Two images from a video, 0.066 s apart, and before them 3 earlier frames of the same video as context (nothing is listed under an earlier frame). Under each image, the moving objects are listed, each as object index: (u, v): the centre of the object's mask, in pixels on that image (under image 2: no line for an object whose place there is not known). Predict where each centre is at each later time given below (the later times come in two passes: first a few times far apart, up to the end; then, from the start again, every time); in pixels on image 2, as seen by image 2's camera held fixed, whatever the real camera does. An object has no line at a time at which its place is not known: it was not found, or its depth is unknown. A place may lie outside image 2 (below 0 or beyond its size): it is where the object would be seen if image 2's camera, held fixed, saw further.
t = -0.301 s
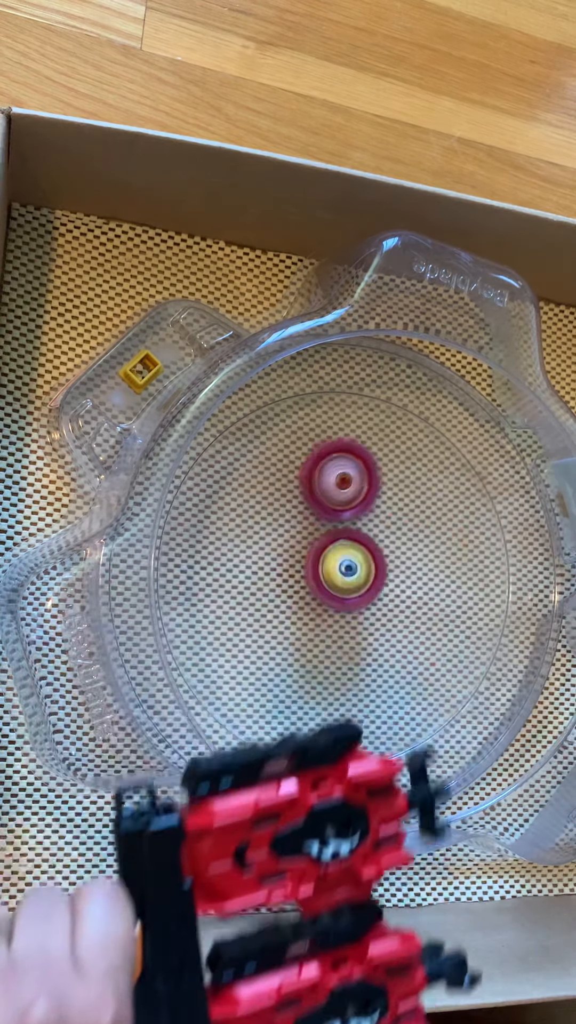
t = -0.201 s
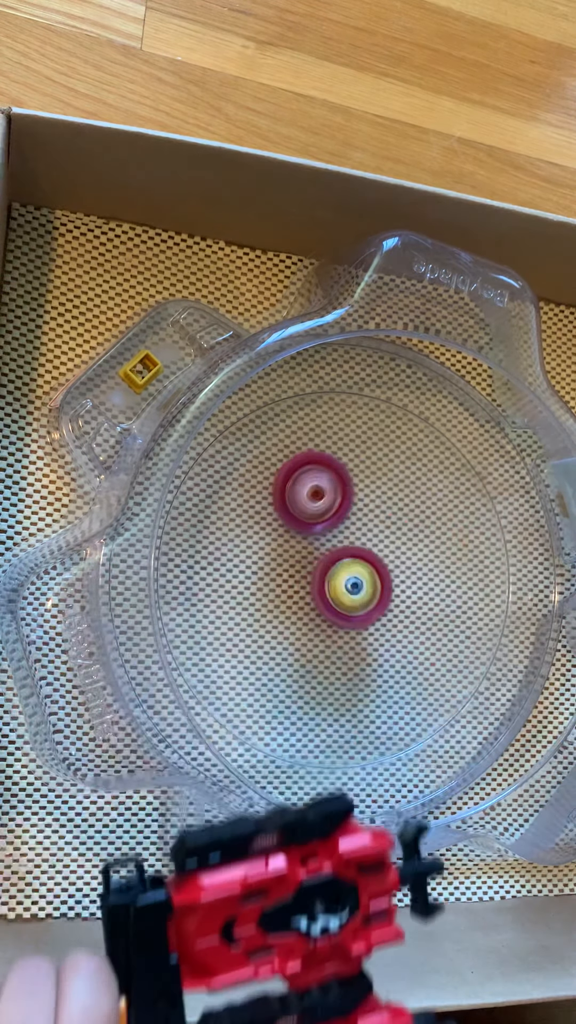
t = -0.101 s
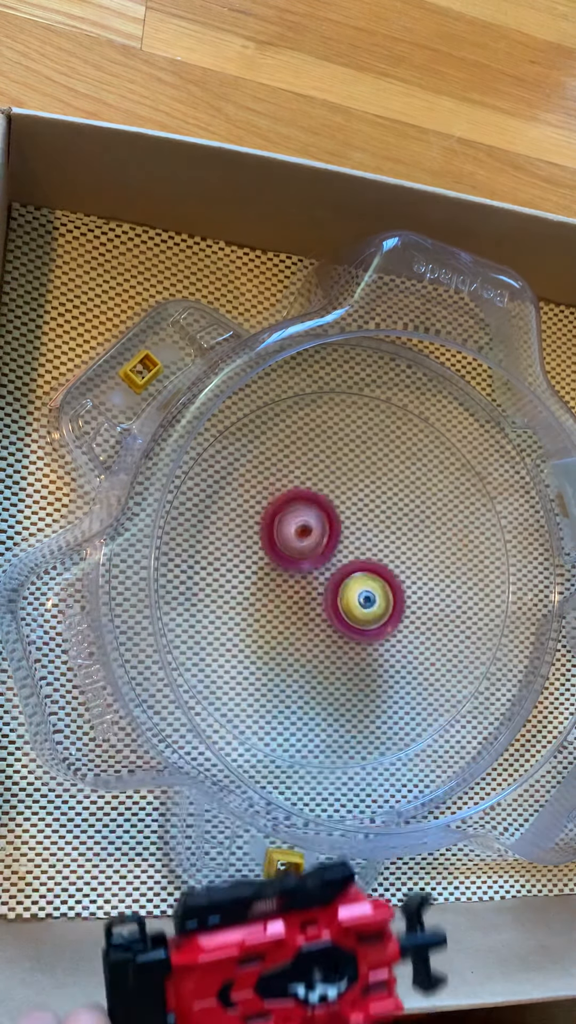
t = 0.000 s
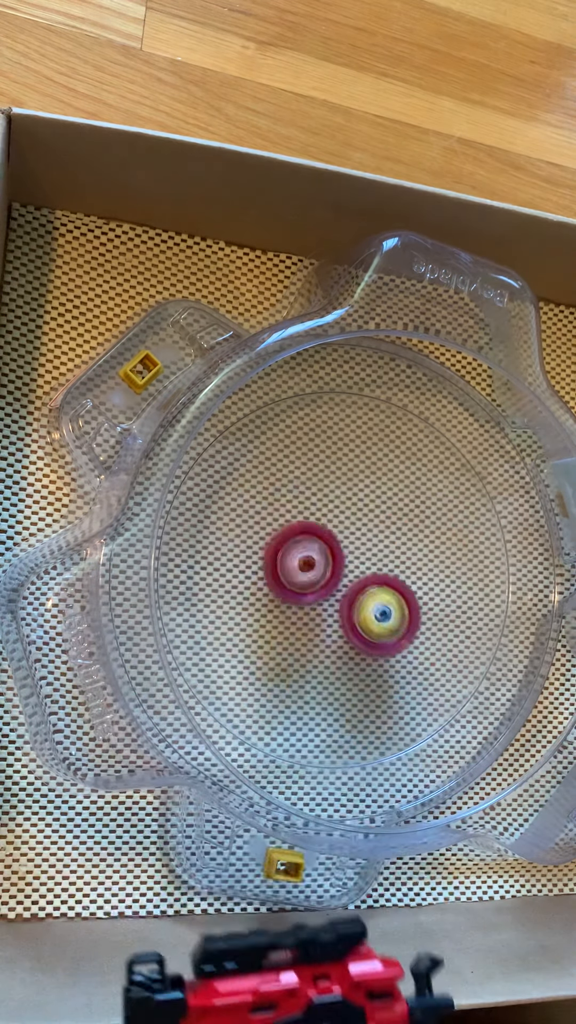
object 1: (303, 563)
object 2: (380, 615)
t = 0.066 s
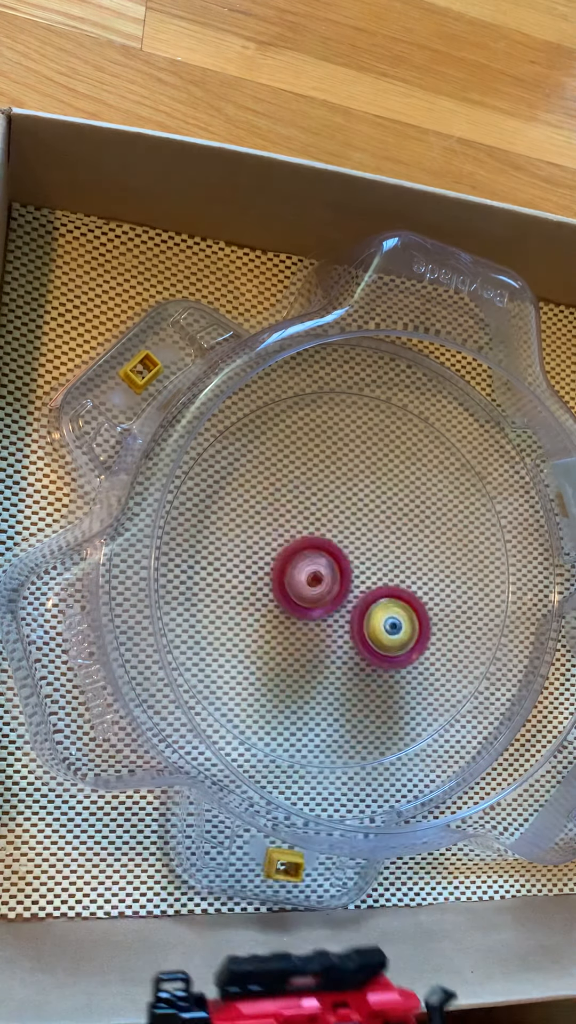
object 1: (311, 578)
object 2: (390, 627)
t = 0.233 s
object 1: (345, 575)
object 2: (408, 644)
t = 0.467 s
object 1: (360, 492)
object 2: (392, 630)
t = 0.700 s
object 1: (299, 527)
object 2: (349, 598)
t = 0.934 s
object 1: (288, 545)
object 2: (361, 666)
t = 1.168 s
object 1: (346, 542)
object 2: (389, 675)
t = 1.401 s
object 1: (350, 499)
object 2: (377, 621)
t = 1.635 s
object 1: (299, 506)
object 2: (329, 613)
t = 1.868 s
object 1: (346, 528)
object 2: (298, 654)
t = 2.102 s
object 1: (383, 509)
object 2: (331, 653)
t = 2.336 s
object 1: (369, 514)
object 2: (325, 596)
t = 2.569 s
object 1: (366, 493)
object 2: (284, 594)
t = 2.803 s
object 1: (353, 545)
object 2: (284, 604)
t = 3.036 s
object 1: (418, 593)
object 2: (300, 582)
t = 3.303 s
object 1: (427, 552)
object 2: (317, 553)
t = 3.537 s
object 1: (397, 549)
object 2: (302, 522)
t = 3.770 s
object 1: (386, 617)
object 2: (318, 555)
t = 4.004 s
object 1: (401, 626)
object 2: (339, 557)
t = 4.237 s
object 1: (406, 599)
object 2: (342, 528)
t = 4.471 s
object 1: (363, 635)
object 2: (343, 524)
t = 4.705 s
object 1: (370, 644)
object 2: (347, 556)
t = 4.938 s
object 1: (366, 634)
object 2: (348, 542)
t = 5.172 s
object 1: (337, 631)
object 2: (364, 542)
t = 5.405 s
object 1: (314, 635)
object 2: (364, 554)
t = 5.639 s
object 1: (317, 636)
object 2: (358, 551)
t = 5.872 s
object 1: (312, 630)
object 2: (364, 534)
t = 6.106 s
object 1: (300, 600)
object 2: (367, 538)
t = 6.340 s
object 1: (311, 609)
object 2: (379, 549)
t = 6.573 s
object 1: (306, 595)
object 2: (383, 544)
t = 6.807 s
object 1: (301, 574)
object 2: (388, 553)
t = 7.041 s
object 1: (306, 565)
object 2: (389, 569)
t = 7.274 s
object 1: (307, 557)
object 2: (388, 582)
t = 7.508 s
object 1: (308, 548)
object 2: (383, 594)
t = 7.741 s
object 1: (316, 543)
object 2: (380, 605)
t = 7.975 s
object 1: (318, 543)
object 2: (373, 613)
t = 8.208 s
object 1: (319, 538)
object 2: (361, 615)
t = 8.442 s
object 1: (331, 530)
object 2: (350, 620)
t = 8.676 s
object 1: (346, 533)
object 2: (340, 622)
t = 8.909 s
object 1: (361, 536)
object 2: (332, 619)
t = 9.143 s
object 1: (373, 539)
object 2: (324, 611)
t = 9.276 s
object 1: (378, 543)
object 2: (321, 605)
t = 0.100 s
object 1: (320, 585)
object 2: (393, 631)
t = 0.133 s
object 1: (325, 585)
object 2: (399, 637)
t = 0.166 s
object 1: (330, 582)
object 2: (404, 643)
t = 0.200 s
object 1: (337, 579)
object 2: (407, 645)
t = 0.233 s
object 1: (345, 575)
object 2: (408, 644)
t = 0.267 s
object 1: (354, 570)
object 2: (407, 641)
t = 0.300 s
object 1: (361, 557)
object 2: (407, 642)
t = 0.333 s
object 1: (365, 542)
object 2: (407, 644)
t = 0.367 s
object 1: (367, 526)
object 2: (405, 644)
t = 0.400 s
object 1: (368, 513)
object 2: (402, 641)
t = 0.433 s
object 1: (365, 500)
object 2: (397, 636)
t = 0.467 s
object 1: (360, 492)
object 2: (392, 630)
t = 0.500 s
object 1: (352, 486)
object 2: (387, 624)
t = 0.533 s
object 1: (341, 483)
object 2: (382, 617)
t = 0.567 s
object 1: (330, 485)
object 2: (376, 612)
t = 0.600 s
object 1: (319, 491)
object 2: (370, 607)
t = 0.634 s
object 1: (309, 500)
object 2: (364, 603)
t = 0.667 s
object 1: (303, 513)
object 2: (356, 600)
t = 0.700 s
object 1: (299, 527)
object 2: (349, 598)
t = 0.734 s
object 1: (291, 528)
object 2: (348, 610)
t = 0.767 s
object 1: (284, 526)
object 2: (350, 624)
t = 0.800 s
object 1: (279, 527)
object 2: (351, 638)
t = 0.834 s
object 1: (277, 528)
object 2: (353, 648)
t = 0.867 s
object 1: (279, 532)
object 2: (355, 657)
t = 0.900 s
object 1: (283, 538)
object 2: (358, 663)
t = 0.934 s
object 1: (288, 545)
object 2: (361, 666)
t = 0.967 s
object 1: (296, 554)
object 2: (364, 666)
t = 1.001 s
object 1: (305, 566)
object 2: (366, 663)
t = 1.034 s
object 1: (316, 577)
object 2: (369, 659)
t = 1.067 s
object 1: (326, 579)
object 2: (373, 660)
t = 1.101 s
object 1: (332, 567)
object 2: (380, 668)
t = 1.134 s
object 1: (340, 555)
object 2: (386, 674)
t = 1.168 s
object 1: (346, 542)
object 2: (389, 675)
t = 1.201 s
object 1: (351, 530)
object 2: (392, 673)
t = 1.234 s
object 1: (355, 518)
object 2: (393, 668)
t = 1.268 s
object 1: (357, 508)
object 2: (393, 661)
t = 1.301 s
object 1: (359, 501)
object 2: (391, 651)
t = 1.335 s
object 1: (358, 498)
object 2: (388, 641)
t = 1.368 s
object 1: (355, 497)
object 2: (383, 631)
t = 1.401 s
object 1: (350, 499)
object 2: (377, 621)
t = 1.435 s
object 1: (344, 504)
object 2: (371, 612)
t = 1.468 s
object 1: (336, 511)
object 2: (363, 604)
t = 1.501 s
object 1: (328, 516)
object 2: (355, 598)
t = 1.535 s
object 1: (319, 511)
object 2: (349, 602)
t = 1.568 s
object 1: (312, 509)
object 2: (343, 606)
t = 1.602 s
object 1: (304, 506)
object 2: (336, 610)
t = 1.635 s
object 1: (299, 506)
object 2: (329, 613)
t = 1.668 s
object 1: (297, 507)
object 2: (323, 616)
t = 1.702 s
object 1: (297, 513)
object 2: (318, 618)
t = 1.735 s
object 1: (300, 521)
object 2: (313, 619)
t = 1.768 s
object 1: (315, 533)
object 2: (304, 628)
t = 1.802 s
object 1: (325, 532)
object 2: (301, 638)
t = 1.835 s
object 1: (335, 531)
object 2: (298, 647)
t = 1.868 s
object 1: (346, 528)
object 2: (298, 654)
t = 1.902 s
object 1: (355, 525)
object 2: (299, 660)
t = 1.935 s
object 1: (364, 522)
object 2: (303, 662)
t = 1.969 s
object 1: (370, 517)
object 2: (308, 664)
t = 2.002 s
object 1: (376, 513)
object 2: (314, 663)
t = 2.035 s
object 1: (380, 510)
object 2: (321, 662)
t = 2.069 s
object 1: (382, 509)
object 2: (327, 658)
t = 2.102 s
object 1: (383, 509)
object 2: (331, 653)
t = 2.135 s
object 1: (382, 510)
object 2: (334, 646)
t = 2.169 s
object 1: (380, 511)
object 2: (336, 639)
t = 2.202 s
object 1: (376, 514)
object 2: (337, 630)
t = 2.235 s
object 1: (373, 517)
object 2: (336, 620)
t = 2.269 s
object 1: (369, 518)
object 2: (334, 610)
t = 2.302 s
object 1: (367, 519)
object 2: (332, 600)
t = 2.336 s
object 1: (369, 514)
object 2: (325, 596)
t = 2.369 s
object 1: (373, 508)
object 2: (317, 595)
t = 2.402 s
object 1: (376, 501)
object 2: (309, 593)
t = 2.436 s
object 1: (377, 497)
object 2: (303, 592)
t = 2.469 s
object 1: (375, 492)
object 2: (297, 592)
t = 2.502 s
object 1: (373, 490)
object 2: (292, 593)
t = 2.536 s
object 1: (370, 489)
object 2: (288, 592)
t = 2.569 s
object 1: (366, 493)
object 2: (284, 594)
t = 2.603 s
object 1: (362, 498)
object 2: (281, 595)
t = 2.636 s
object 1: (358, 504)
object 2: (279, 596)
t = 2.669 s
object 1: (353, 511)
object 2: (279, 598)
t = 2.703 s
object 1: (350, 518)
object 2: (279, 601)
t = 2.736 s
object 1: (349, 526)
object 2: (279, 602)
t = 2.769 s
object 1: (350, 535)
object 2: (281, 604)
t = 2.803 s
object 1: (353, 545)
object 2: (284, 604)
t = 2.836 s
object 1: (359, 557)
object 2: (287, 603)
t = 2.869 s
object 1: (368, 566)
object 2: (289, 600)
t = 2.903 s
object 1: (378, 575)
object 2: (290, 598)
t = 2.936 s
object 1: (389, 582)
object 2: (292, 595)
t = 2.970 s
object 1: (400, 588)
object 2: (295, 591)
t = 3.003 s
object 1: (410, 591)
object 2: (297, 586)
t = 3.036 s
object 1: (418, 593)
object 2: (300, 582)
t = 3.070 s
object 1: (425, 592)
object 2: (303, 577)
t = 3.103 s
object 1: (430, 591)
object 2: (305, 574)
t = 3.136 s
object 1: (433, 587)
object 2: (308, 570)
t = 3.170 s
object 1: (434, 582)
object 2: (309, 566)
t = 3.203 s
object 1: (434, 576)
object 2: (311, 561)
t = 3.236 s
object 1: (433, 569)
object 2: (314, 558)
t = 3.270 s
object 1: (431, 560)
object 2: (315, 556)
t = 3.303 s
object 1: (427, 552)
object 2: (317, 553)
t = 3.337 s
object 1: (421, 544)
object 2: (318, 549)
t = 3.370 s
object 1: (412, 539)
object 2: (320, 545)
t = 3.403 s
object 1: (402, 535)
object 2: (320, 540)
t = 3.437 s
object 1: (402, 534)
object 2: (313, 533)
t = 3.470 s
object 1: (402, 536)
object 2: (308, 528)
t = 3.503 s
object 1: (399, 541)
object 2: (304, 523)
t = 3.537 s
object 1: (397, 549)
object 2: (302, 522)
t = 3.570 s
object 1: (394, 559)
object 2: (301, 523)
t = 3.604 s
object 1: (391, 571)
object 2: (303, 526)
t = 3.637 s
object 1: (389, 581)
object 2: (306, 531)
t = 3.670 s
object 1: (387, 591)
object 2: (309, 536)
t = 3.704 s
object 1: (386, 601)
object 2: (311, 542)
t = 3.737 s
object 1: (386, 610)
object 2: (315, 549)
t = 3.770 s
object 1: (386, 617)
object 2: (318, 555)
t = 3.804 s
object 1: (387, 624)
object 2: (321, 559)
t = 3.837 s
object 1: (389, 629)
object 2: (324, 562)
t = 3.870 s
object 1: (390, 632)
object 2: (327, 563)
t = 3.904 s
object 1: (392, 633)
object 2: (330, 564)
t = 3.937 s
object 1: (395, 632)
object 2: (332, 562)
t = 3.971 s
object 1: (398, 630)
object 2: (334, 560)
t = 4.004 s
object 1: (401, 626)
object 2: (339, 557)
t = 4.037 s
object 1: (403, 621)
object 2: (342, 554)
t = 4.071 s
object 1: (404, 614)
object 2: (344, 551)
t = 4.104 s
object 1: (406, 610)
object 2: (344, 545)
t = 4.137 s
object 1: (409, 607)
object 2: (343, 539)
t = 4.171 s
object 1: (411, 604)
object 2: (342, 535)
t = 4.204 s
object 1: (410, 602)
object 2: (342, 531)
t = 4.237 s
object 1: (406, 599)
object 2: (342, 528)
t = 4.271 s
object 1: (399, 597)
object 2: (341, 527)
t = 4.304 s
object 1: (390, 599)
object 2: (341, 527)
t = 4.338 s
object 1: (383, 605)
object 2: (341, 524)
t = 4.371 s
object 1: (377, 613)
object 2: (341, 522)
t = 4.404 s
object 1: (371, 621)
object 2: (342, 521)
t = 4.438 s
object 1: (366, 629)
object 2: (342, 522)
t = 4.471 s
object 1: (363, 635)
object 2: (343, 524)
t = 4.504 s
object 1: (360, 641)
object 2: (344, 529)
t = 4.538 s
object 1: (360, 645)
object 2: (345, 533)
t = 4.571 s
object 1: (360, 648)
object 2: (346, 538)
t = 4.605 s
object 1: (361, 649)
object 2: (346, 543)
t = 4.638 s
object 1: (363, 650)
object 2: (347, 548)
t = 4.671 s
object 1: (367, 648)
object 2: (347, 552)
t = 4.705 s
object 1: (370, 644)
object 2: (347, 556)
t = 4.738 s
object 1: (375, 643)
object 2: (347, 556)
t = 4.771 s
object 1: (379, 643)
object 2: (347, 552)
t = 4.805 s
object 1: (382, 644)
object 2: (346, 548)
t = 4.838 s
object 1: (382, 644)
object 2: (346, 546)
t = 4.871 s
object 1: (378, 642)
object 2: (347, 544)
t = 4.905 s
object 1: (372, 638)
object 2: (347, 542)
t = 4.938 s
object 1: (366, 634)
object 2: (348, 542)
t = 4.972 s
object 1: (359, 631)
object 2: (349, 542)
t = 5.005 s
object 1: (352, 633)
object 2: (352, 539)
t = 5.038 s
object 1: (344, 636)
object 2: (356, 536)
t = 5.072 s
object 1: (340, 636)
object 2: (359, 536)
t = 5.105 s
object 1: (337, 635)
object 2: (361, 536)
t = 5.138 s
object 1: (336, 633)
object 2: (363, 539)
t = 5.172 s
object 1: (337, 631)
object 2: (364, 542)
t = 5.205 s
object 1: (339, 630)
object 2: (365, 545)
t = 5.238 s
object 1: (337, 632)
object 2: (368, 546)
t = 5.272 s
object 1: (333, 634)
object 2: (370, 546)
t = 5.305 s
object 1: (328, 636)
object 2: (370, 547)
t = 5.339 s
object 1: (323, 636)
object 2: (369, 549)
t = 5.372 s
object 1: (317, 636)
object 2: (367, 552)
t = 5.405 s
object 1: (314, 635)
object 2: (364, 554)
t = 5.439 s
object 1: (312, 633)
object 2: (361, 557)
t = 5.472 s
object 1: (311, 631)
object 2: (358, 558)
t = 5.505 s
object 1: (309, 632)
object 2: (359, 556)
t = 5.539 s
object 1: (308, 633)
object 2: (359, 554)
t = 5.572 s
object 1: (309, 634)
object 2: (359, 552)
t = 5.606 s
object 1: (313, 635)
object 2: (359, 552)
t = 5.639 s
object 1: (317, 636)
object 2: (358, 551)
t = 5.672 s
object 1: (322, 636)
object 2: (356, 551)
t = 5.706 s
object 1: (327, 637)
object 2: (355, 551)
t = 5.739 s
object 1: (329, 635)
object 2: (354, 551)
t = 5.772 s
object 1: (327, 637)
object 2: (357, 546)
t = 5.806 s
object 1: (322, 636)
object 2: (360, 540)
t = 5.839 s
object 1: (318, 635)
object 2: (362, 537)
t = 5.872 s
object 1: (312, 630)
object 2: (364, 534)
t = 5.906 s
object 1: (306, 625)
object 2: (364, 533)
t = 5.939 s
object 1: (302, 619)
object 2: (364, 533)
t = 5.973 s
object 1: (300, 614)
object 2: (364, 533)
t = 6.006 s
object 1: (300, 608)
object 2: (363, 535)
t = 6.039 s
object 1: (301, 603)
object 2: (363, 537)
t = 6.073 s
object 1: (303, 600)
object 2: (362, 539)
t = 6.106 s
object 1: (300, 600)
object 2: (367, 538)
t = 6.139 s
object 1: (297, 602)
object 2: (373, 538)
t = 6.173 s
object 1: (295, 603)
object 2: (377, 539)
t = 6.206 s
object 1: (296, 605)
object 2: (379, 541)
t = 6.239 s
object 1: (298, 605)
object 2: (380, 543)
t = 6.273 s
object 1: (302, 606)
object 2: (381, 545)
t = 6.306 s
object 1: (306, 607)
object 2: (380, 547)
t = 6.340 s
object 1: (311, 609)
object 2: (379, 549)
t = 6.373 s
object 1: (315, 610)
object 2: (377, 550)
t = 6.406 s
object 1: (316, 612)
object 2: (377, 550)
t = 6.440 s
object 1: (316, 611)
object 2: (377, 550)
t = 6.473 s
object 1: (316, 609)
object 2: (377, 549)
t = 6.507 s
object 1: (313, 605)
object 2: (379, 547)
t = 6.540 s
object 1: (309, 600)
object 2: (381, 545)
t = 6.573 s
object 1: (306, 595)
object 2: (383, 544)
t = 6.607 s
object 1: (304, 591)
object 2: (384, 544)
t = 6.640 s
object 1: (303, 586)
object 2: (384, 544)
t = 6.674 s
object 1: (304, 583)
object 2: (384, 545)
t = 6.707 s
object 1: (305, 580)
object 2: (383, 548)
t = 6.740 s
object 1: (303, 577)
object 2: (384, 549)
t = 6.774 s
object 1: (302, 576)
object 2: (387, 550)
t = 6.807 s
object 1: (301, 574)
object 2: (388, 553)
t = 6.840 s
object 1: (302, 573)
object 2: (387, 554)
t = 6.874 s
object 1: (304, 572)
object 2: (387, 556)
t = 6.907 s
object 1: (303, 570)
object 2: (388, 560)
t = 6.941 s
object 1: (303, 568)
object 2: (390, 562)
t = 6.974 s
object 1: (302, 566)
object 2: (391, 564)
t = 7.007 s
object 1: (304, 566)
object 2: (390, 566)
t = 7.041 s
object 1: (306, 565)
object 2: (389, 569)
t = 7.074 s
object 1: (306, 563)
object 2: (389, 571)
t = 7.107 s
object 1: (307, 562)
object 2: (389, 573)
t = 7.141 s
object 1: (306, 560)
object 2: (390, 575)
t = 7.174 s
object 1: (305, 558)
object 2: (391, 578)
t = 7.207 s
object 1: (305, 558)
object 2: (391, 580)
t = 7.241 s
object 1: (306, 558)
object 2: (389, 581)
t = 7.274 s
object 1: (307, 557)
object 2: (388, 582)
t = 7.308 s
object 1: (307, 557)
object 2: (387, 583)
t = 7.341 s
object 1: (306, 555)
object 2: (387, 586)
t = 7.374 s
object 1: (304, 551)
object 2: (388, 589)
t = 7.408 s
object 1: (303, 549)
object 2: (388, 591)
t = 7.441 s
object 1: (304, 548)
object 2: (387, 592)
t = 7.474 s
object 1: (306, 548)
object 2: (386, 593)
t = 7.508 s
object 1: (308, 548)
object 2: (383, 594)
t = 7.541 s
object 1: (310, 549)
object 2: (382, 594)
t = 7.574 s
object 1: (310, 545)
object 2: (382, 597)
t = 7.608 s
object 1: (311, 544)
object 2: (382, 600)
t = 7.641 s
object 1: (312, 544)
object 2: (381, 601)
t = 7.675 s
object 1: (314, 544)
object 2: (380, 602)
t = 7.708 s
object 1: (315, 544)
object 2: (379, 603)
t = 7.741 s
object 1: (316, 543)
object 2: (380, 605)
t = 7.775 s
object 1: (316, 543)
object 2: (379, 607)
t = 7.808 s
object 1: (317, 544)
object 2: (378, 607)
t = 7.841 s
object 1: (318, 544)
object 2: (377, 609)
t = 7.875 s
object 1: (317, 542)
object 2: (377, 612)
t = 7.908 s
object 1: (317, 542)
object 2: (376, 613)
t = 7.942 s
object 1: (317, 542)
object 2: (375, 613)
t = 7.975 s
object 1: (318, 543)
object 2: (373, 613)
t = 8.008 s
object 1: (318, 543)
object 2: (371, 613)
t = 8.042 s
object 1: (317, 542)
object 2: (370, 614)
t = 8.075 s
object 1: (317, 541)
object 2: (368, 614)
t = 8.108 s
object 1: (317, 541)
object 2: (367, 614)
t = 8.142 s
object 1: (317, 540)
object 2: (365, 615)
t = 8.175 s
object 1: (318, 538)
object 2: (363, 615)
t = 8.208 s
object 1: (319, 538)
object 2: (361, 615)
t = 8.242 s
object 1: (320, 535)
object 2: (359, 617)
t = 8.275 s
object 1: (321, 532)
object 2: (358, 619)
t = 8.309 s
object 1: (322, 531)
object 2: (357, 620)
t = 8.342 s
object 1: (323, 531)
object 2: (355, 619)
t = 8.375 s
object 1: (326, 532)
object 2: (354, 618)
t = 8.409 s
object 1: (328, 532)
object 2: (352, 619)
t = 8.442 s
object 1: (331, 530)
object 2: (350, 620)
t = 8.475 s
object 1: (333, 531)
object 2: (348, 621)
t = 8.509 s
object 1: (335, 532)
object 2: (347, 620)
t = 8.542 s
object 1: (337, 531)
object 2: (346, 621)
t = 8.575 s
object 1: (340, 531)
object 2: (344, 622)
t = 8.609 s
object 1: (342, 532)
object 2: (343, 622)
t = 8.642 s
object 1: (344, 532)
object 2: (341, 622)
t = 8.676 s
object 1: (346, 533)
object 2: (340, 622)
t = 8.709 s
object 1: (349, 534)
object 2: (339, 622)
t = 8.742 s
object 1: (351, 534)
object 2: (338, 622)
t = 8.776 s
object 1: (353, 535)
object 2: (337, 622)
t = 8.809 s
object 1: (355, 535)
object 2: (336, 621)
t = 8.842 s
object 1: (357, 536)
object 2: (334, 621)
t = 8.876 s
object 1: (359, 536)
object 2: (333, 620)
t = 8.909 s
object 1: (361, 536)
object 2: (332, 619)
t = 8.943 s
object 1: (363, 536)
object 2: (331, 618)
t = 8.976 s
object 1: (364, 537)
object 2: (330, 617)
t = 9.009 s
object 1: (366, 537)
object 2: (329, 616)
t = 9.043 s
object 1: (368, 537)
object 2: (328, 615)
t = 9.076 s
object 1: (369, 538)
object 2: (327, 614)
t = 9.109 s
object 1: (371, 538)
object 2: (325, 613)
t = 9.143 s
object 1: (373, 539)
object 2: (324, 611)
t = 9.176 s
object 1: (374, 540)
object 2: (323, 609)
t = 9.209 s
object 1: (376, 541)
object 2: (322, 608)
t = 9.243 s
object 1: (377, 542)
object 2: (322, 606)
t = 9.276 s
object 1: (378, 543)
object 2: (321, 605)
